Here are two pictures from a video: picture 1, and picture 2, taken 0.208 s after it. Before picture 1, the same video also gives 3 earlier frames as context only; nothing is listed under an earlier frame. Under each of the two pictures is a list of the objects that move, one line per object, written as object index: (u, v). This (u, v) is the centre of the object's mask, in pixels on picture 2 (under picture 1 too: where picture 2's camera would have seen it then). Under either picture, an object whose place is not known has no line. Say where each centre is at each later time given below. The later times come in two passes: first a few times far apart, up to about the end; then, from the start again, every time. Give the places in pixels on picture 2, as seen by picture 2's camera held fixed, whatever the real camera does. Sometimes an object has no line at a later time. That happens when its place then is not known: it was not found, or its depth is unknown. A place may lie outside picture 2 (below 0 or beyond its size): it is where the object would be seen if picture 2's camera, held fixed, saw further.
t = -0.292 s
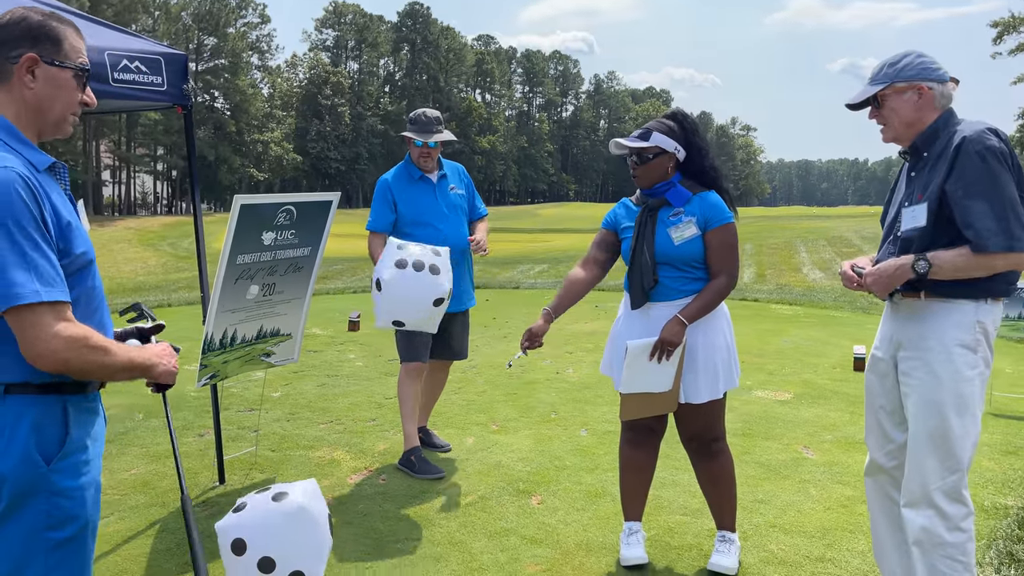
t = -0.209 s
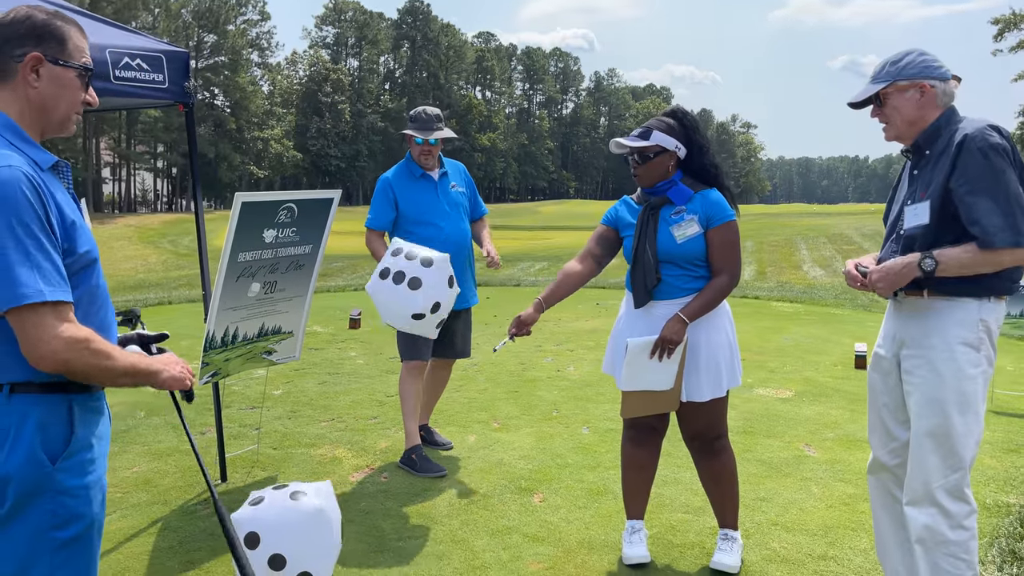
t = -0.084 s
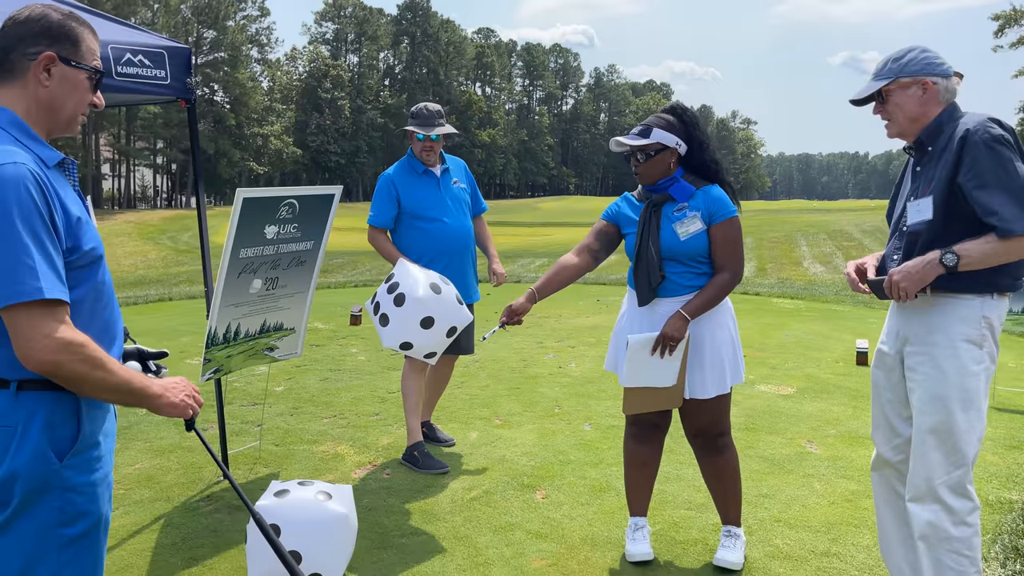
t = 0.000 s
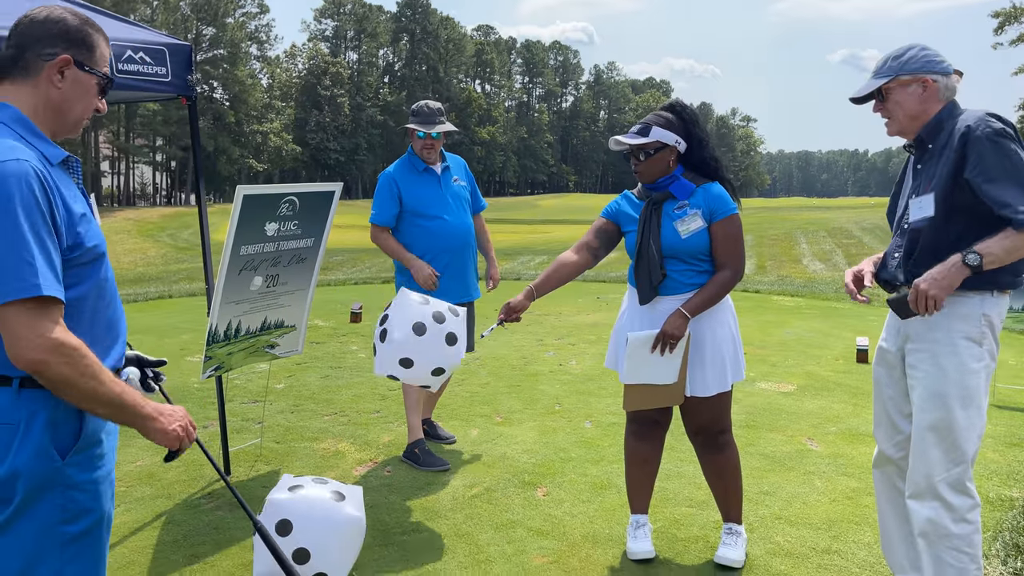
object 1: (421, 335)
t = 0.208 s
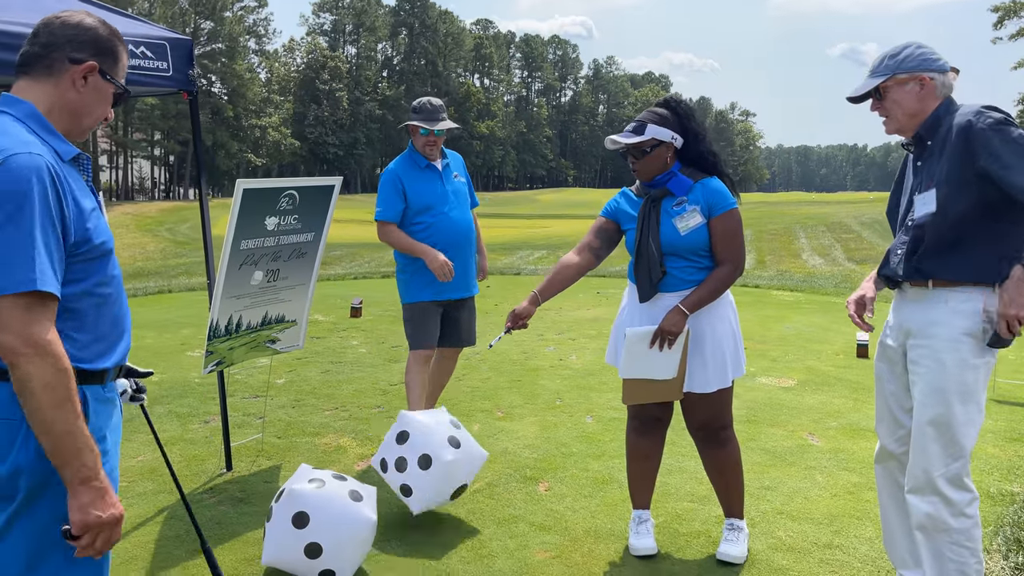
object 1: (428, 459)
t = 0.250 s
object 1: (430, 481)
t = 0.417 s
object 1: (423, 436)
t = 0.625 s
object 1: (410, 436)
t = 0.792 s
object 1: (408, 469)
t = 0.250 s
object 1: (430, 481)
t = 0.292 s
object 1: (428, 466)
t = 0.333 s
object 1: (427, 453)
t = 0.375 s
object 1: (425, 443)
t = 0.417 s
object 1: (423, 436)
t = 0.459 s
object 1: (420, 431)
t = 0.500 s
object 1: (417, 428)
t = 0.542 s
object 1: (414, 429)
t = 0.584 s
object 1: (412, 431)
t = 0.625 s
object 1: (410, 436)
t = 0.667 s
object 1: (407, 444)
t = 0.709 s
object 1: (405, 454)
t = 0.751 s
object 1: (406, 462)
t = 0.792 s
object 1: (408, 469)
